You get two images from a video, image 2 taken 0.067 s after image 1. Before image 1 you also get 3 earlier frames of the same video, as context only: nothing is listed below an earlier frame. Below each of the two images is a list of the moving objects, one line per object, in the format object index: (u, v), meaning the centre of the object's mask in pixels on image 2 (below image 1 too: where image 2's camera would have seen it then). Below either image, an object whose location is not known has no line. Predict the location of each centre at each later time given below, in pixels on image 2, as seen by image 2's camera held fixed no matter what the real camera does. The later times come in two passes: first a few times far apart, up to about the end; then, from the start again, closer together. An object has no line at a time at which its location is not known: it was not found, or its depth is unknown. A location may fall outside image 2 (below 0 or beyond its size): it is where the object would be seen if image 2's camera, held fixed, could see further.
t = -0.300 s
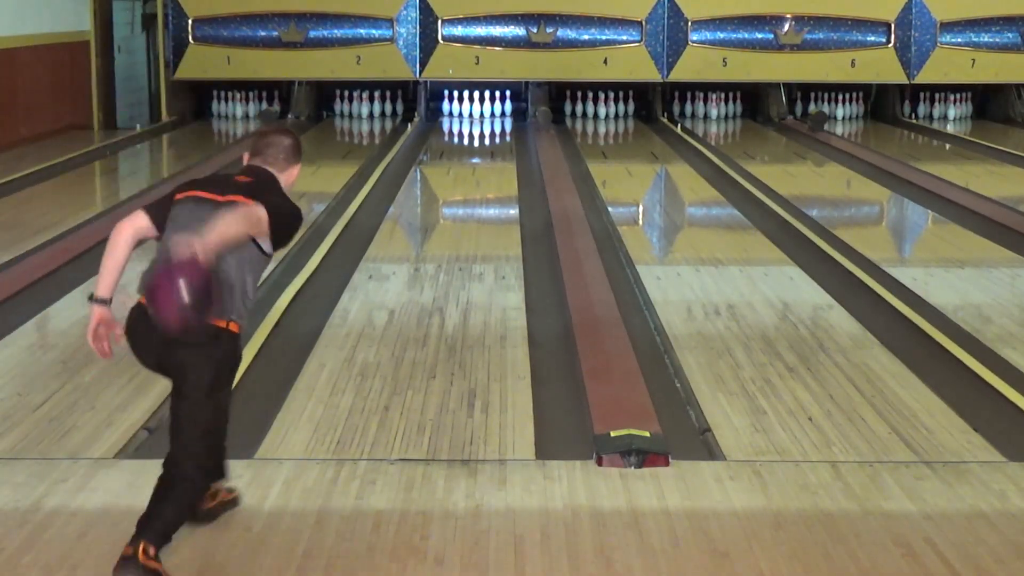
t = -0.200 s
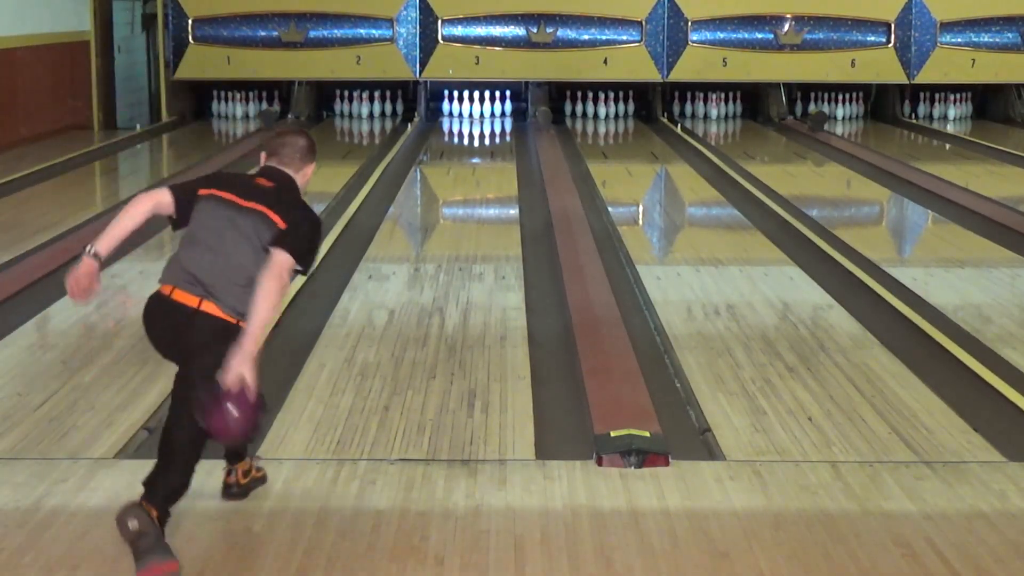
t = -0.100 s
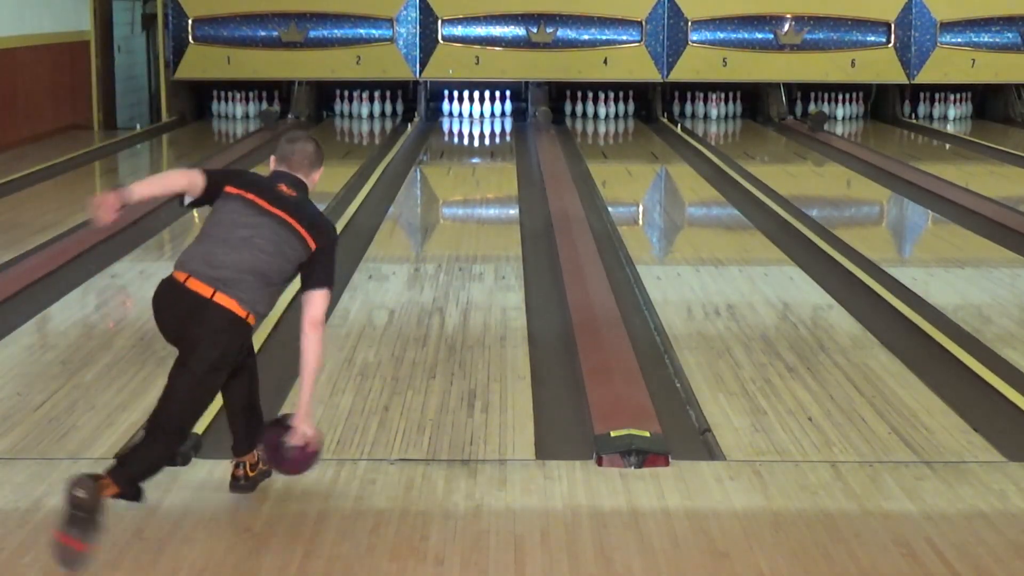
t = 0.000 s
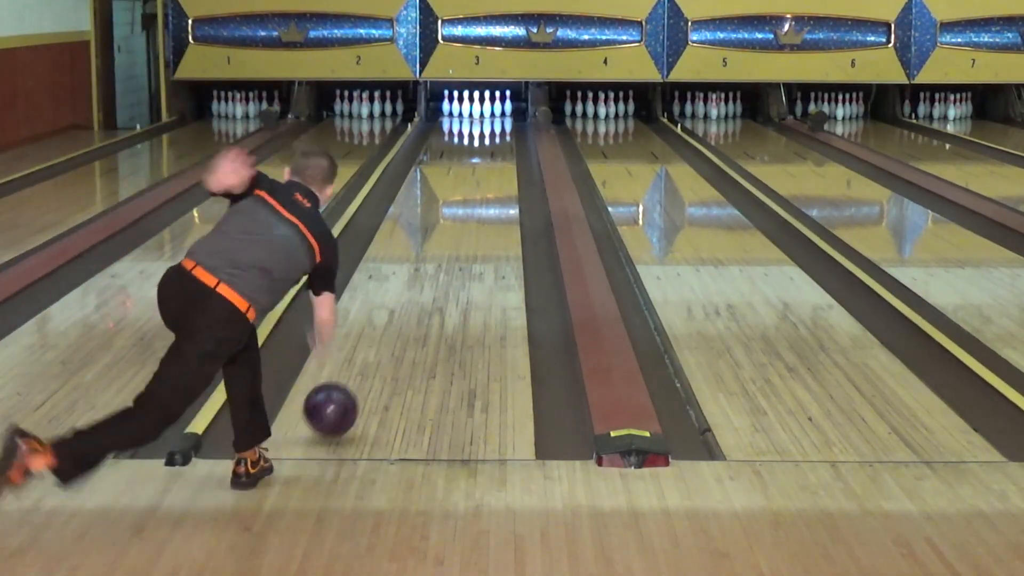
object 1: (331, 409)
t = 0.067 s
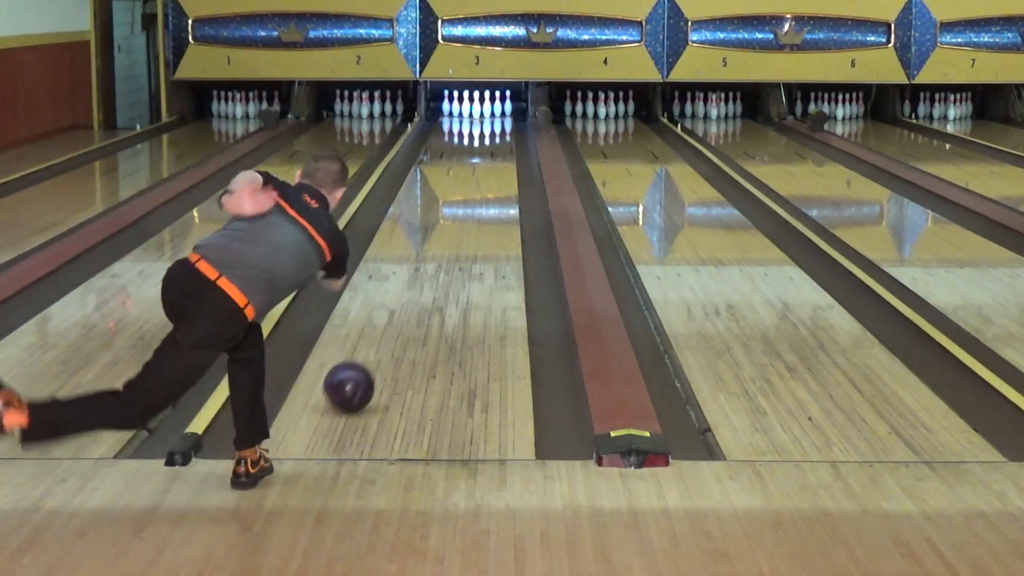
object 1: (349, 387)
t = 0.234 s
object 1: (385, 328)
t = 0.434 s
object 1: (414, 282)
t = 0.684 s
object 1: (441, 234)
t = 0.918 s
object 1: (458, 204)
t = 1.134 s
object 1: (470, 181)
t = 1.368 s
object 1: (479, 163)
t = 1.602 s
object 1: (486, 148)
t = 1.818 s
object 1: (490, 137)
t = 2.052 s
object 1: (492, 127)
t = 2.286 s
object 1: (488, 119)
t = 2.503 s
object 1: (481, 112)
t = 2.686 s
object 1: (481, 109)
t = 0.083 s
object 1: (353, 380)
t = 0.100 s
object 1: (357, 373)
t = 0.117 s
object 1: (361, 367)
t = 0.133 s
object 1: (365, 362)
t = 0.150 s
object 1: (369, 356)
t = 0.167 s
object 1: (372, 350)
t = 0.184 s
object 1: (375, 344)
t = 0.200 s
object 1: (379, 338)
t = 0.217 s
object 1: (382, 333)
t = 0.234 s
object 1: (385, 328)
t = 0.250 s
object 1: (388, 323)
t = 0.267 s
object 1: (390, 318)
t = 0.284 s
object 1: (393, 314)
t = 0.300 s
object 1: (396, 310)
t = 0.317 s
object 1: (398, 305)
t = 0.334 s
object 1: (401, 301)
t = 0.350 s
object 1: (403, 297)
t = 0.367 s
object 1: (406, 293)
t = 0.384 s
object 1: (408, 289)
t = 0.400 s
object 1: (410, 285)
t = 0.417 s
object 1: (412, 282)
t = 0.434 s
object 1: (414, 282)
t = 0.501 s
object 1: (423, 264)
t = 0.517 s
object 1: (424, 262)
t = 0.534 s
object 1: (426, 259)
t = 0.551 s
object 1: (428, 256)
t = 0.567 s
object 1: (430, 252)
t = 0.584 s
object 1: (431, 250)
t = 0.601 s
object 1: (433, 247)
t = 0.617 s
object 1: (435, 244)
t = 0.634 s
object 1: (436, 242)
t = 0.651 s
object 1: (438, 239)
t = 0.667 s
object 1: (439, 237)
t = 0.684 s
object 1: (441, 234)
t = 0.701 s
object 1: (442, 232)
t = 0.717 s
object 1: (443, 229)
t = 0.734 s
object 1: (445, 227)
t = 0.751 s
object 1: (446, 224)
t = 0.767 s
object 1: (447, 222)
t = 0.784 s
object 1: (449, 220)
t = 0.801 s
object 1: (450, 218)
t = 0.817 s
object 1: (451, 215)
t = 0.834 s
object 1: (453, 213)
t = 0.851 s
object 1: (453, 211)
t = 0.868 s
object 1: (455, 209)
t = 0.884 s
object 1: (455, 207)
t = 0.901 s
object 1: (457, 205)
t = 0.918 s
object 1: (458, 204)
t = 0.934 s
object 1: (459, 201)
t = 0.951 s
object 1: (460, 200)
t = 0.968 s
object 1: (461, 198)
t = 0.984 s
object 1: (462, 196)
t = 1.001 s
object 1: (463, 194)
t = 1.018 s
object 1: (464, 192)
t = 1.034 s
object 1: (464, 191)
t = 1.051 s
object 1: (465, 189)
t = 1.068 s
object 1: (466, 187)
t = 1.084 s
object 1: (467, 186)
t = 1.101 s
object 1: (468, 184)
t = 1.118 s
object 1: (469, 183)
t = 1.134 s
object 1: (470, 181)
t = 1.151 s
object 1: (470, 180)
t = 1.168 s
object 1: (471, 178)
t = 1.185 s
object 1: (472, 177)
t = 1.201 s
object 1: (473, 175)
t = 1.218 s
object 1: (473, 174)
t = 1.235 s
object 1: (474, 173)
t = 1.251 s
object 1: (475, 171)
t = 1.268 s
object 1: (475, 170)
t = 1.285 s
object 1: (476, 169)
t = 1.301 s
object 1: (477, 168)
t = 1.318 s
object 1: (477, 166)
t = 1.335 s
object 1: (478, 165)
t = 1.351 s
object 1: (478, 164)
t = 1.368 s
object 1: (479, 163)
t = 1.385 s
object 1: (480, 162)
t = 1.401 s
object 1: (480, 160)
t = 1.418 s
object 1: (481, 159)
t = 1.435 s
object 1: (481, 158)
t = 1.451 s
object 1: (482, 157)
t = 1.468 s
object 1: (482, 157)
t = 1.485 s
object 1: (483, 155)
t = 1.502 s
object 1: (484, 154)
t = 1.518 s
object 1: (484, 153)
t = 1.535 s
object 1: (485, 152)
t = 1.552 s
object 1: (485, 151)
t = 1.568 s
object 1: (485, 150)
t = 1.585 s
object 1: (486, 149)
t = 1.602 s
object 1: (486, 148)
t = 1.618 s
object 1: (486, 148)
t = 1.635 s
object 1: (487, 147)
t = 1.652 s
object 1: (487, 146)
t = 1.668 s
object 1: (488, 144)
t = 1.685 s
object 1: (488, 143)
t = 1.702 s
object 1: (488, 142)
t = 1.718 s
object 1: (489, 142)
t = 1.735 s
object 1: (489, 141)
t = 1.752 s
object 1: (489, 140)
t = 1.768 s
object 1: (490, 139)
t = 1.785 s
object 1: (490, 139)
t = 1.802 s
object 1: (490, 138)
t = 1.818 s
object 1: (490, 137)
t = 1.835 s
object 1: (491, 136)
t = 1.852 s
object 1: (491, 135)
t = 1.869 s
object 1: (491, 134)
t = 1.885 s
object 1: (491, 134)
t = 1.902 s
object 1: (492, 133)
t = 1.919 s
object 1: (492, 132)
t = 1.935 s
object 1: (492, 131)
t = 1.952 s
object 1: (492, 131)
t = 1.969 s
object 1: (492, 130)
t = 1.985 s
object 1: (492, 129)
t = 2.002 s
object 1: (492, 128)
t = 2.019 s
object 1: (492, 128)
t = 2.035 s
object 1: (492, 127)
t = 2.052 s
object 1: (492, 127)
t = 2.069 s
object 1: (492, 126)
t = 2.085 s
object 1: (492, 126)
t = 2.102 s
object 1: (492, 125)
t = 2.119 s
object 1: (491, 124)
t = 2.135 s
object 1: (491, 123)
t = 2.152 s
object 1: (491, 123)
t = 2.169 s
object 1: (490, 122)
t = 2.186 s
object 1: (490, 122)
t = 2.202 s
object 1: (490, 121)
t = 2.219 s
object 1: (489, 121)
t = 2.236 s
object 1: (489, 120)
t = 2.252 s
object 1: (488, 120)
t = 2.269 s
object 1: (488, 119)
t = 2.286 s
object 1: (488, 119)
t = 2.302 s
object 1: (487, 119)
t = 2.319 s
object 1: (487, 118)
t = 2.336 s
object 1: (486, 117)
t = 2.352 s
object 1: (486, 117)
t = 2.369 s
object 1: (485, 116)
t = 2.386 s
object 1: (485, 116)
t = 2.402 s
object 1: (484, 115)
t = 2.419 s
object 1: (483, 115)
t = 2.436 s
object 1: (483, 114)
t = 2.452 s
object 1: (482, 114)
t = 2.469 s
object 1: (482, 113)
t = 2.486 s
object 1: (481, 113)
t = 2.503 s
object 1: (481, 112)
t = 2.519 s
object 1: (481, 112)
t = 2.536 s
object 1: (481, 112)
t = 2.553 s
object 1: (481, 112)
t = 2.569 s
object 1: (481, 112)
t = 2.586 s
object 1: (481, 111)
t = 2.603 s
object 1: (480, 111)
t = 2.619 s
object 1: (481, 111)
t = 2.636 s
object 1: (481, 111)
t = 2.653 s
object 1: (481, 110)
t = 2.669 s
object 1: (481, 110)
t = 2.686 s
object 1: (481, 109)
